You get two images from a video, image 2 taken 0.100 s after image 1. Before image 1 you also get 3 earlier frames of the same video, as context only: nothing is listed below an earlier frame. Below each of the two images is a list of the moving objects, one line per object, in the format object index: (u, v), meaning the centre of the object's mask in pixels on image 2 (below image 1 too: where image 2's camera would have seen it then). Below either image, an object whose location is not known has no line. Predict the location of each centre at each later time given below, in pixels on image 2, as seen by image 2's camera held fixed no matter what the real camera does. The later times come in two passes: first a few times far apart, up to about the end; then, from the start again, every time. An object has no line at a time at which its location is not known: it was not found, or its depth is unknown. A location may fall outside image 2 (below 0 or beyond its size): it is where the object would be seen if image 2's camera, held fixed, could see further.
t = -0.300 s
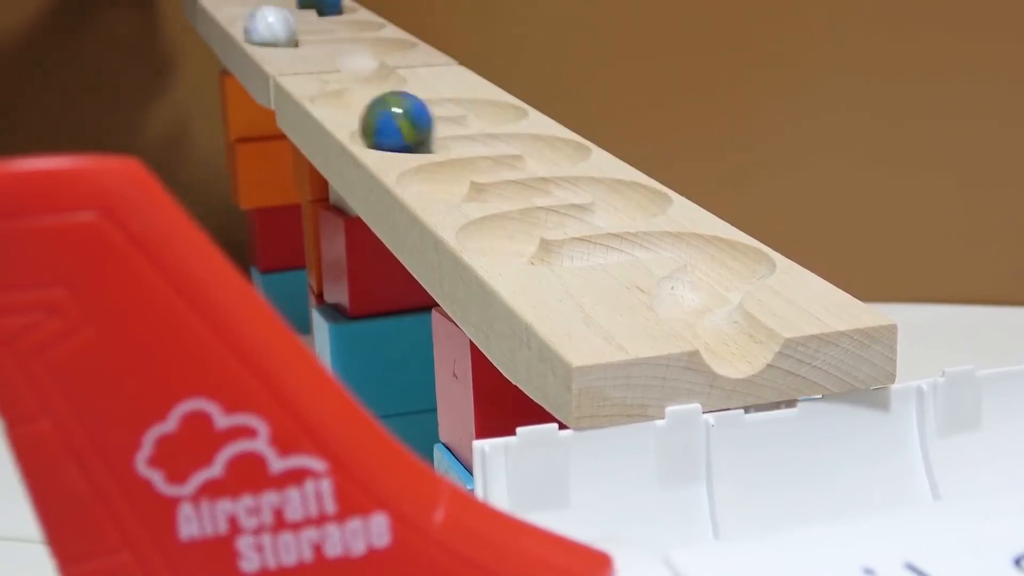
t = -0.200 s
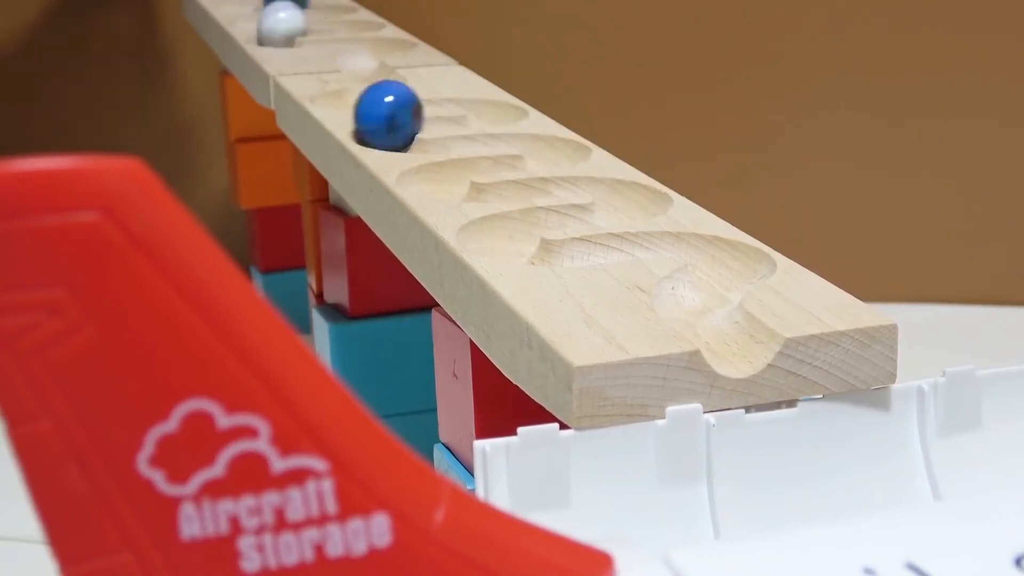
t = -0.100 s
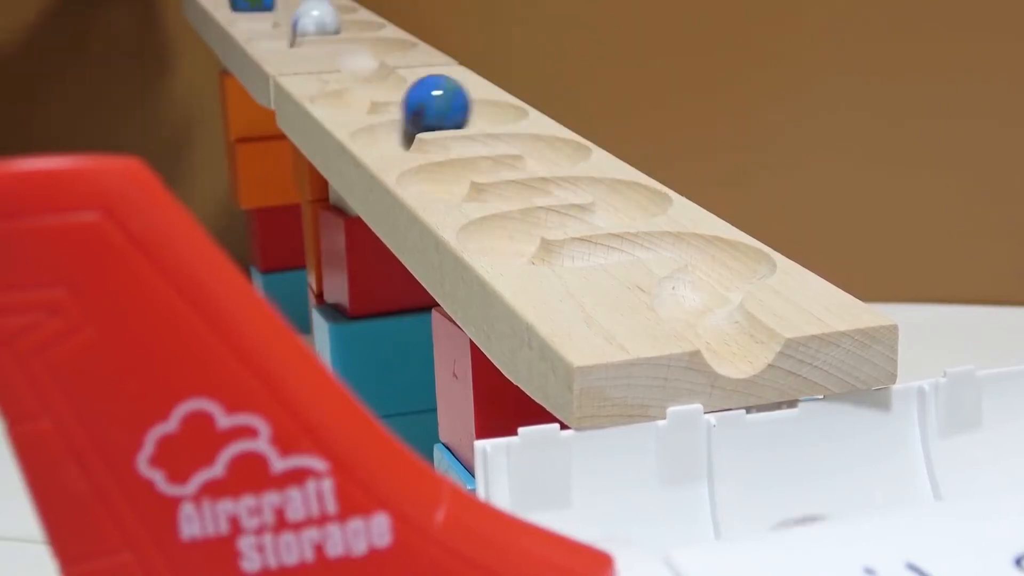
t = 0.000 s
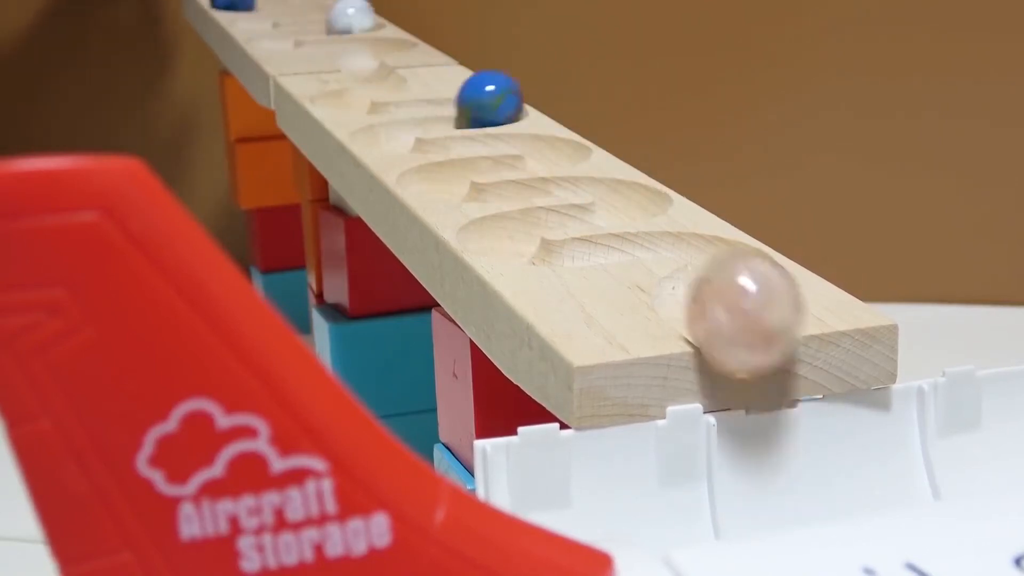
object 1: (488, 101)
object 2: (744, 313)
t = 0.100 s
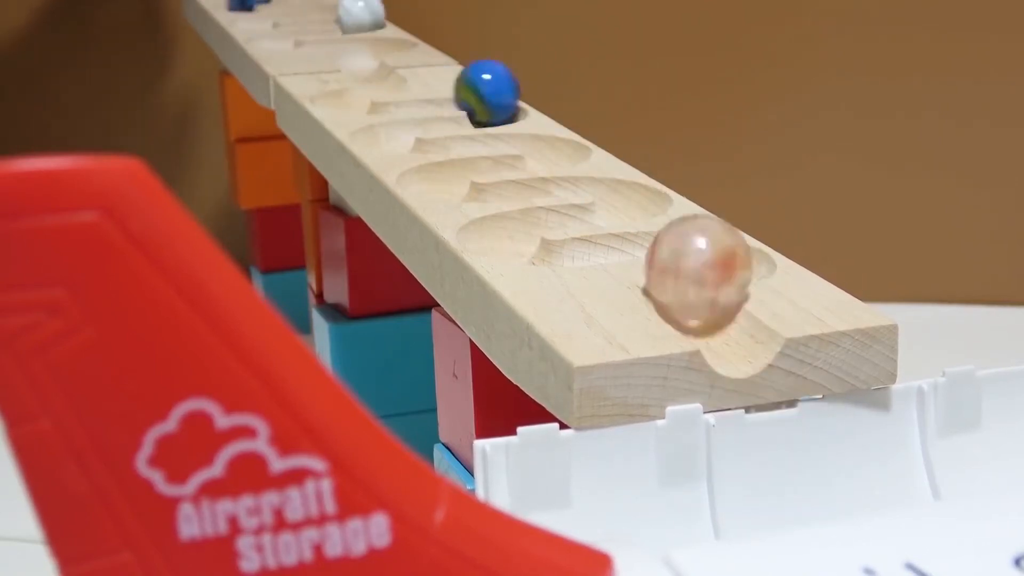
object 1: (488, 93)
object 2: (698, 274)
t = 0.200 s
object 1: (439, 86)
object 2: (732, 245)
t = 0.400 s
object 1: (342, 83)
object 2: (585, 225)
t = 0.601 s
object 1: (364, 51)
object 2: (520, 201)
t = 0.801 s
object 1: (387, 34)
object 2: (632, 179)
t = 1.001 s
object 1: (340, 27)
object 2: (486, 168)
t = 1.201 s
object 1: (270, 26)
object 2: (484, 144)
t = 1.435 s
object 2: (512, 123)
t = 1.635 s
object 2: (386, 119)
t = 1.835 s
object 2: (455, 102)
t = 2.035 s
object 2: (476, 90)
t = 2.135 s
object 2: (426, 85)
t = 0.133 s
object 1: (474, 91)
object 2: (705, 263)
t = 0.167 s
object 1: (457, 88)
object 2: (721, 255)
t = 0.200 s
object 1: (439, 86)
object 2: (732, 245)
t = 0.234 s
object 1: (422, 87)
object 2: (726, 239)
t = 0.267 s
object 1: (406, 88)
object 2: (705, 231)
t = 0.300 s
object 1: (387, 89)
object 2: (673, 221)
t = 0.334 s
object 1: (360, 89)
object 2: (639, 220)
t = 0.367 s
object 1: (343, 86)
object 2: (612, 222)
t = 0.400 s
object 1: (342, 83)
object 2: (585, 225)
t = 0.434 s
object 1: (356, 80)
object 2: (557, 226)
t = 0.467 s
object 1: (371, 73)
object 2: (527, 225)
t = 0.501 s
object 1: (379, 66)
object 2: (506, 220)
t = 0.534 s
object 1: (378, 60)
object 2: (500, 215)
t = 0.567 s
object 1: (372, 54)
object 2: (504, 210)
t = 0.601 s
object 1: (364, 51)
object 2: (520, 201)
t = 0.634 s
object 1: (358, 48)
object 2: (541, 197)
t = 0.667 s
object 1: (355, 44)
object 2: (564, 192)
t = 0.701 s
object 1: (358, 43)
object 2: (589, 191)
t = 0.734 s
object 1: (366, 40)
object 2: (617, 188)
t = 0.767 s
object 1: (377, 37)
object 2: (631, 184)
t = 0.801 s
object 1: (387, 34)
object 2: (632, 179)
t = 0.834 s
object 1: (391, 32)
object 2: (618, 173)
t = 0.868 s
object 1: (389, 31)
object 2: (594, 169)
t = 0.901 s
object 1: (380, 30)
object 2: (564, 164)
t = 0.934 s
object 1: (368, 30)
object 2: (534, 165)
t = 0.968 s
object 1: (355, 28)
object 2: (511, 167)
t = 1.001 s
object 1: (340, 27)
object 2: (486, 168)
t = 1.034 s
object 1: (327, 28)
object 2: (455, 166)
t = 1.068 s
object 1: (314, 28)
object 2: (439, 163)
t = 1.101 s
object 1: (301, 29)
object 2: (434, 159)
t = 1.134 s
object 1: (287, 29)
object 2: (442, 155)
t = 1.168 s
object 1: (275, 28)
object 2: (459, 148)
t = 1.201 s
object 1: (270, 26)
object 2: (484, 144)
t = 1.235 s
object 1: (271, 25)
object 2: (508, 141)
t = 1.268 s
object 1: (277, 25)
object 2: (534, 139)
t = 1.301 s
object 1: (286, 24)
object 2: (552, 137)
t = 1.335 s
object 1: (297, 22)
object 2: (558, 133)
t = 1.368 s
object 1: (310, 21)
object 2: (552, 130)
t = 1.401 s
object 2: (535, 125)
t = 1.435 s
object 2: (512, 123)
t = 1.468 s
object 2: (487, 120)
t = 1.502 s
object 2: (465, 121)
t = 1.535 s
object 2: (445, 123)
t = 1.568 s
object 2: (421, 123)
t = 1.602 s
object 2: (400, 122)
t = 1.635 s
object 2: (386, 119)
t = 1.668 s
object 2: (382, 117)
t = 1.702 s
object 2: (387, 114)
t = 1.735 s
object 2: (400, 110)
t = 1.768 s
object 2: (417, 107)
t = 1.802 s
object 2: (436, 103)
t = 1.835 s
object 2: (455, 102)
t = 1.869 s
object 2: (475, 101)
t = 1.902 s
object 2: (490, 99)
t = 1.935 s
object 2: (496, 95)
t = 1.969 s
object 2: (495, 94)
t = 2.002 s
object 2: (488, 92)
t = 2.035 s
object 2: (476, 90)
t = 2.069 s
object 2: (460, 88)
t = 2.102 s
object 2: (443, 86)
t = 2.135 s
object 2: (426, 85)
